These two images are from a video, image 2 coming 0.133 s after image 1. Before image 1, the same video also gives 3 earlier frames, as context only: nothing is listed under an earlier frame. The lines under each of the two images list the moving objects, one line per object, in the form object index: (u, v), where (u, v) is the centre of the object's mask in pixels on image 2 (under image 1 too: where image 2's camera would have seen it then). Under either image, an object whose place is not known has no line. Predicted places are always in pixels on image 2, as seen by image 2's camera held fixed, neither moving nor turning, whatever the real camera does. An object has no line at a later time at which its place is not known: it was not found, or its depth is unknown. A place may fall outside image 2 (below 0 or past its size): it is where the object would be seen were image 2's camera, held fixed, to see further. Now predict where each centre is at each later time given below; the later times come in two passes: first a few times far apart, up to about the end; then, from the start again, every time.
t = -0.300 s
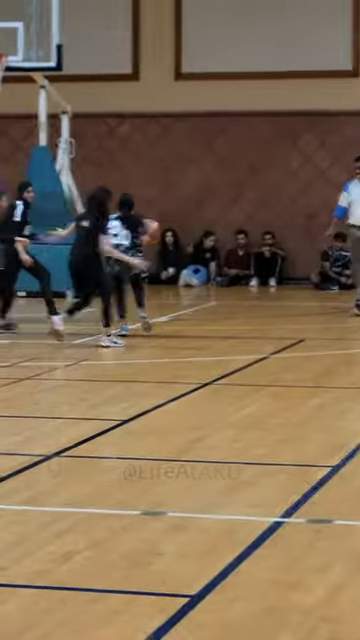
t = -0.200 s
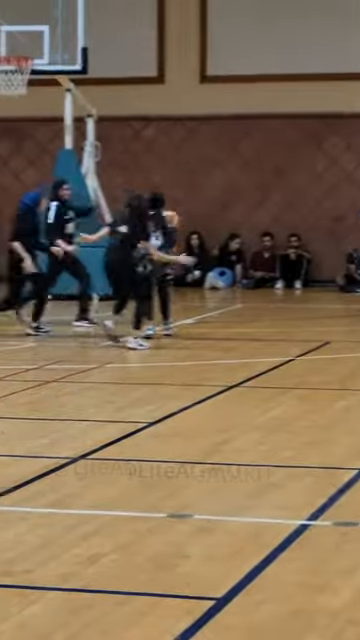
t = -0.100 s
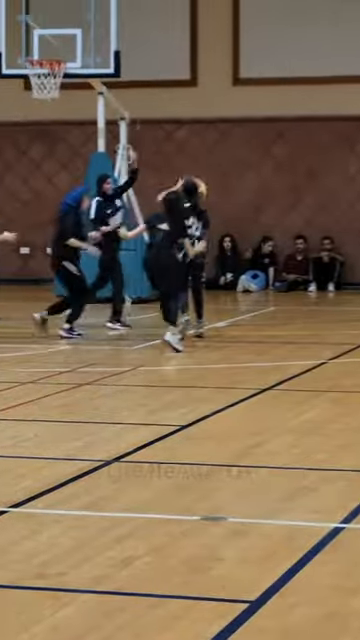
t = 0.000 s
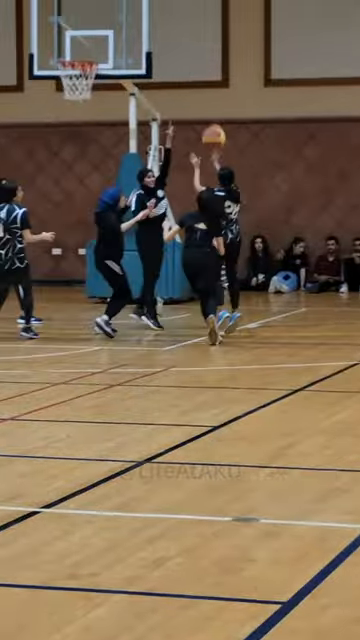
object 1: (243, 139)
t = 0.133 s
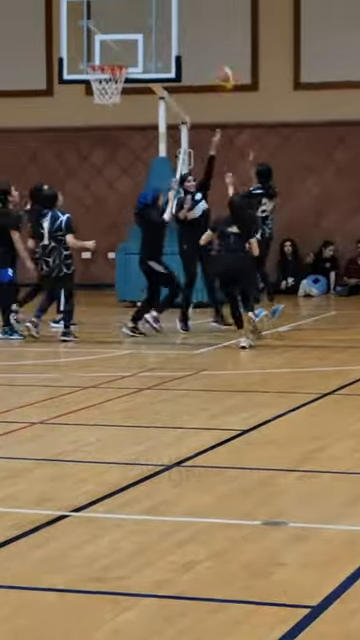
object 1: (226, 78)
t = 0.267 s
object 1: (208, 37)
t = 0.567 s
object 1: (172, 6)
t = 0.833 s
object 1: (139, 37)
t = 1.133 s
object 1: (86, 37)
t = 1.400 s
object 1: (43, 63)
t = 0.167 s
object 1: (220, 67)
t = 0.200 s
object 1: (216, 56)
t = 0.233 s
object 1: (212, 46)
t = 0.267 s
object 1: (208, 37)
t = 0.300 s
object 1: (204, 28)
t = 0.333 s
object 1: (199, 22)
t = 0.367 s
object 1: (194, 16)
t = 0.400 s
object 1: (191, 14)
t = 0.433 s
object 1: (188, 10)
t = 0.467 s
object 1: (184, 7)
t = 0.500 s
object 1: (180, 6)
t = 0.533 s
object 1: (177, 6)
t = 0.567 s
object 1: (172, 6)
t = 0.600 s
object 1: (169, 7)
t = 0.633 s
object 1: (164, 10)
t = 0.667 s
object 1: (161, 14)
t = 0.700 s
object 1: (157, 18)
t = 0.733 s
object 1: (153, 24)
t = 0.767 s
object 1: (150, 29)
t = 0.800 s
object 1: (147, 31)
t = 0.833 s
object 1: (139, 37)
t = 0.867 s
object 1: (133, 42)
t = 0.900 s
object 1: (126, 47)
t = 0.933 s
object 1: (118, 56)
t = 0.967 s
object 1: (112, 52)
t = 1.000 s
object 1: (107, 48)
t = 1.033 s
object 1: (103, 44)
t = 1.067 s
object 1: (97, 39)
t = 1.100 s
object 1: (91, 37)
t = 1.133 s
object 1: (86, 37)
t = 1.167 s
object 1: (80, 38)
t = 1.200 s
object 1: (75, 37)
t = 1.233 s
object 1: (69, 39)
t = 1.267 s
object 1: (64, 43)
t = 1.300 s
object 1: (58, 46)
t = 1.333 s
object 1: (54, 51)
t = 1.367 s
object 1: (49, 57)
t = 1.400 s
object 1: (43, 63)
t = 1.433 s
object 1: (37, 70)
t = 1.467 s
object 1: (32, 78)
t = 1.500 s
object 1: (27, 89)
